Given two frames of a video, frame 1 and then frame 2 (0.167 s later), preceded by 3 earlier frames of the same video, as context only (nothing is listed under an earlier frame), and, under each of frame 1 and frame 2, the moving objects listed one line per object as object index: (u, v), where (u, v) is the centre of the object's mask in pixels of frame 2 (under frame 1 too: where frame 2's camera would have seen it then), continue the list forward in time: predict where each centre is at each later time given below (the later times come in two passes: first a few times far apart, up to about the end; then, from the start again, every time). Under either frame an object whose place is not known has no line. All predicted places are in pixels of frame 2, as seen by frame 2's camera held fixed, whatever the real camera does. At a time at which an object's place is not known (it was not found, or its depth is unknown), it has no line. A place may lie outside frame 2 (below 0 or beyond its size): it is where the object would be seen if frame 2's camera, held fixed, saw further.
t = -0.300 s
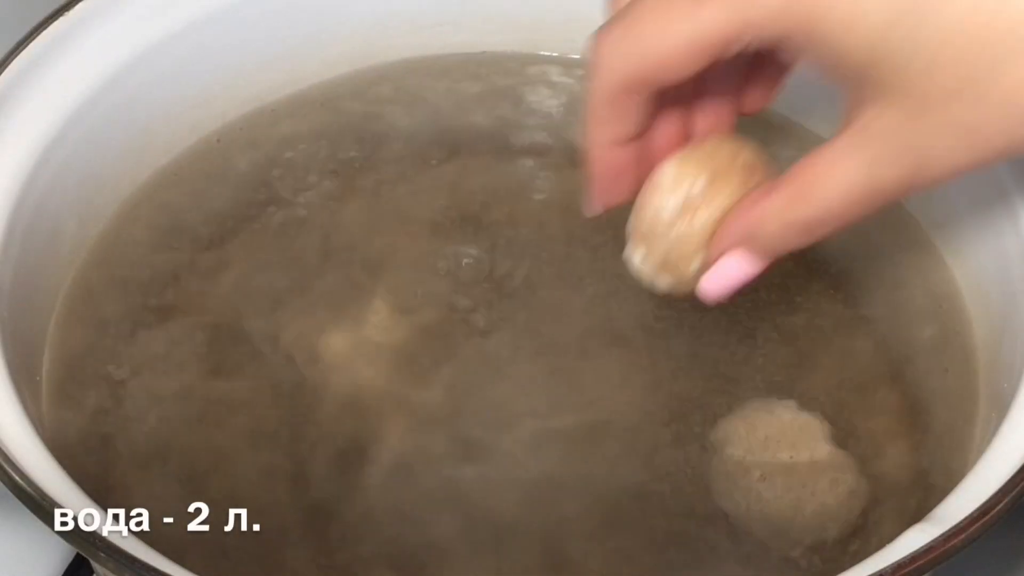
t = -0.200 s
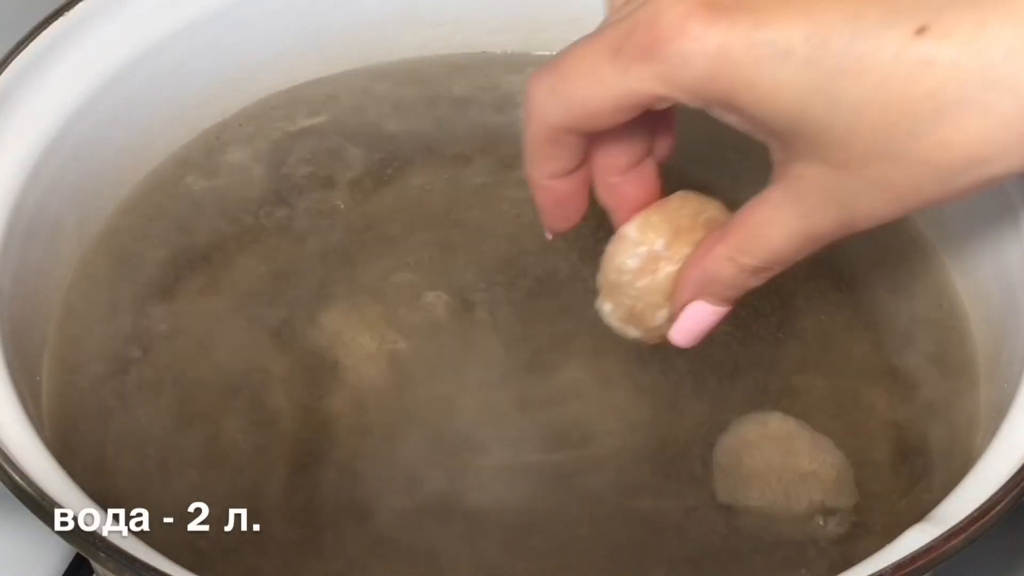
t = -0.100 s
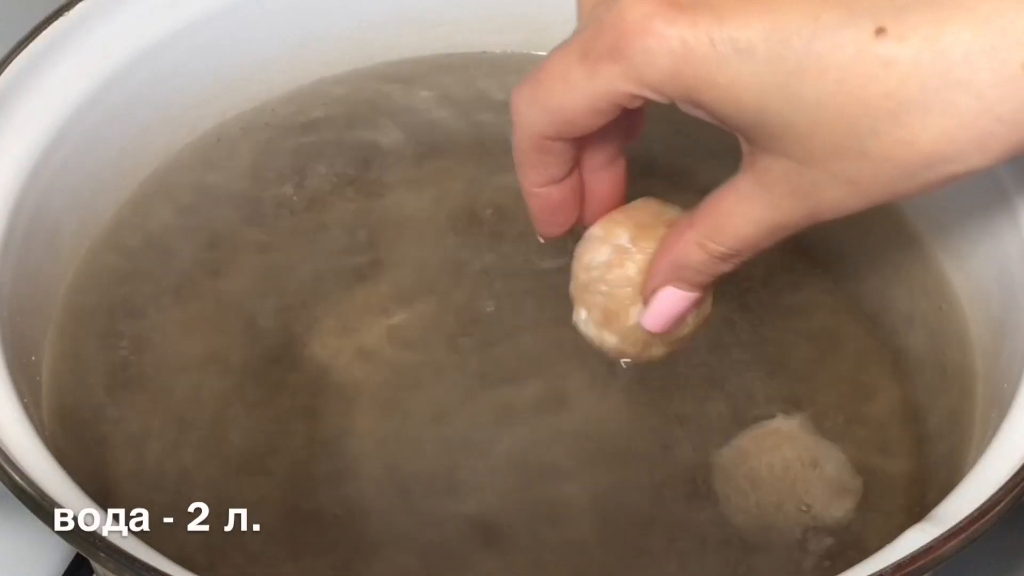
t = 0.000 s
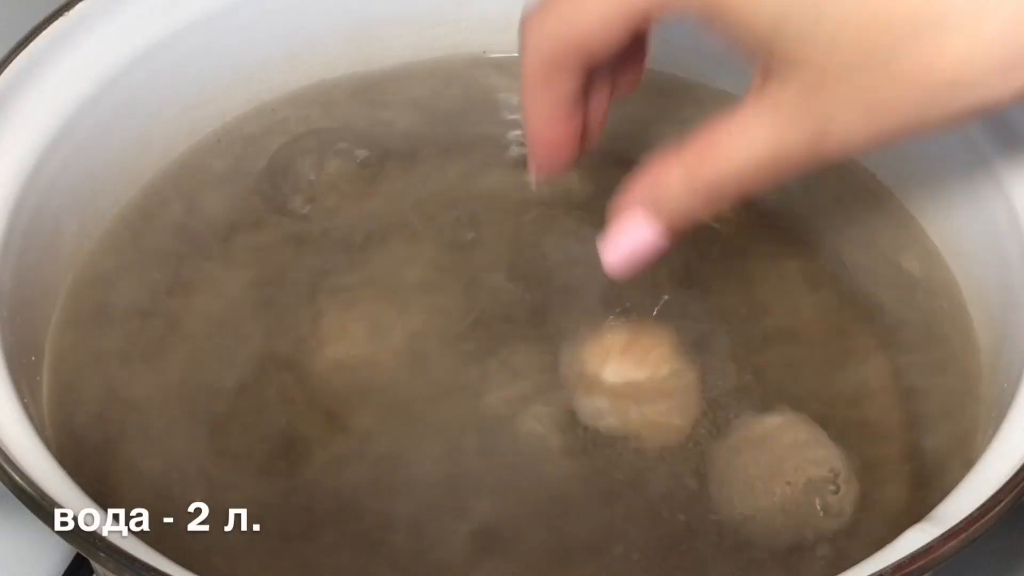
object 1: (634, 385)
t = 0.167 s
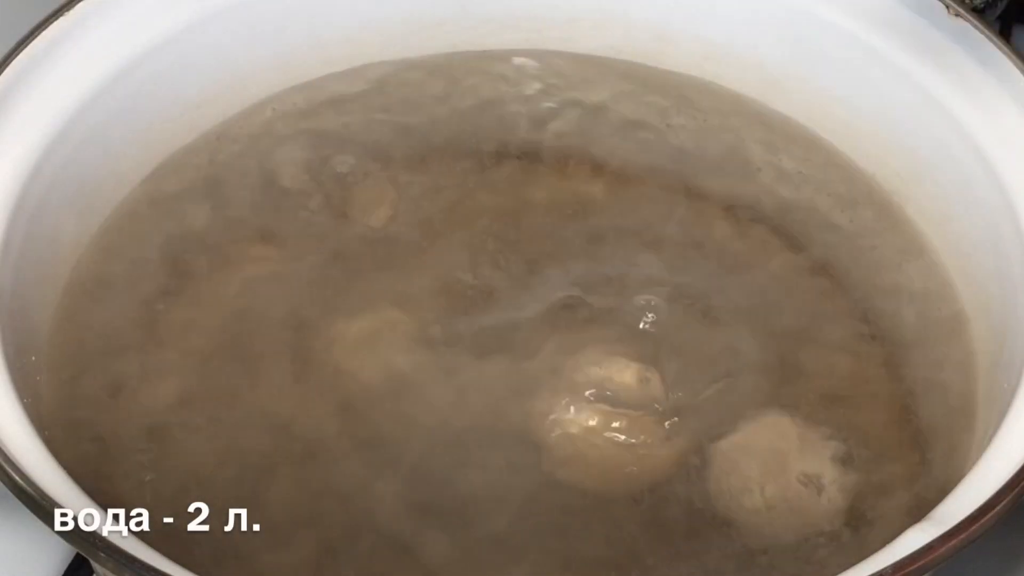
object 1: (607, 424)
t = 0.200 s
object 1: (603, 431)
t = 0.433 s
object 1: (612, 439)
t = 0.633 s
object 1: (624, 451)
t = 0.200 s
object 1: (603, 431)
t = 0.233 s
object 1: (617, 437)
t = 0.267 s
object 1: (611, 423)
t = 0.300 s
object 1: (614, 429)
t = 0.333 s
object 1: (616, 430)
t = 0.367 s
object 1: (615, 434)
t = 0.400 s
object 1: (613, 439)
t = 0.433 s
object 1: (612, 439)
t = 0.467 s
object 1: (612, 442)
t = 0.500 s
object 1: (610, 447)
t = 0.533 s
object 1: (615, 448)
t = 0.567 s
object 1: (613, 451)
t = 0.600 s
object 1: (621, 449)
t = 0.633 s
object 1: (624, 451)
